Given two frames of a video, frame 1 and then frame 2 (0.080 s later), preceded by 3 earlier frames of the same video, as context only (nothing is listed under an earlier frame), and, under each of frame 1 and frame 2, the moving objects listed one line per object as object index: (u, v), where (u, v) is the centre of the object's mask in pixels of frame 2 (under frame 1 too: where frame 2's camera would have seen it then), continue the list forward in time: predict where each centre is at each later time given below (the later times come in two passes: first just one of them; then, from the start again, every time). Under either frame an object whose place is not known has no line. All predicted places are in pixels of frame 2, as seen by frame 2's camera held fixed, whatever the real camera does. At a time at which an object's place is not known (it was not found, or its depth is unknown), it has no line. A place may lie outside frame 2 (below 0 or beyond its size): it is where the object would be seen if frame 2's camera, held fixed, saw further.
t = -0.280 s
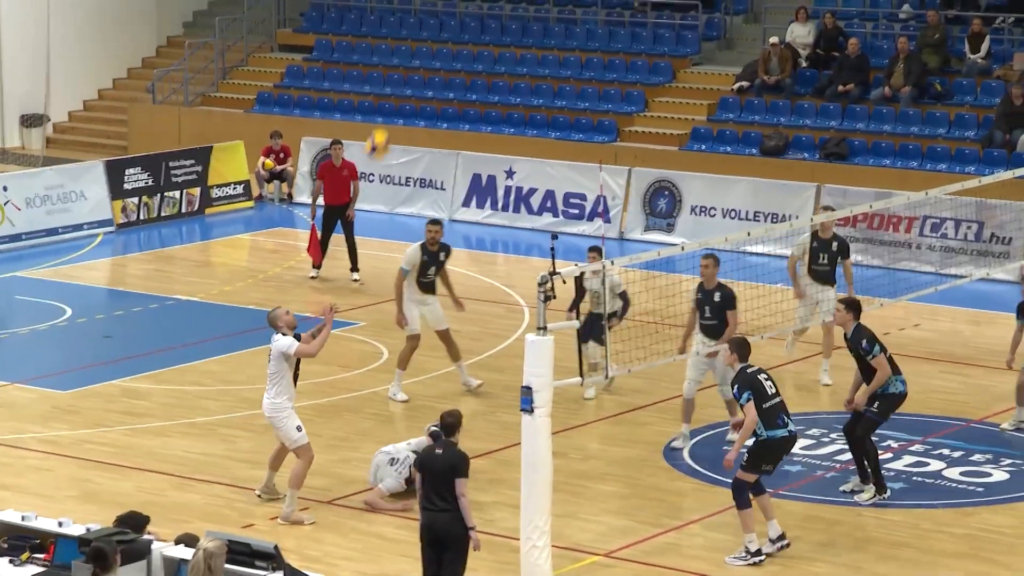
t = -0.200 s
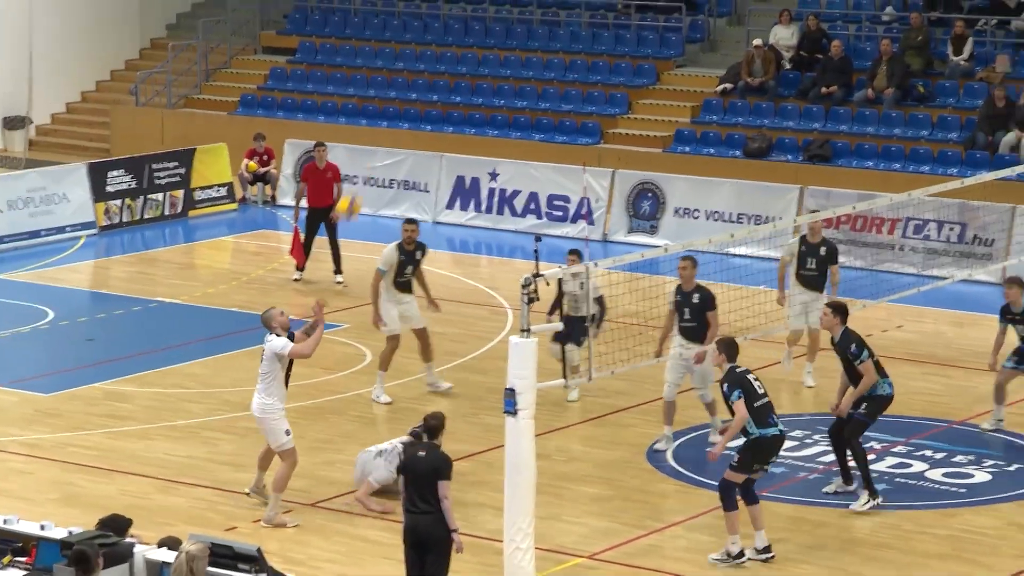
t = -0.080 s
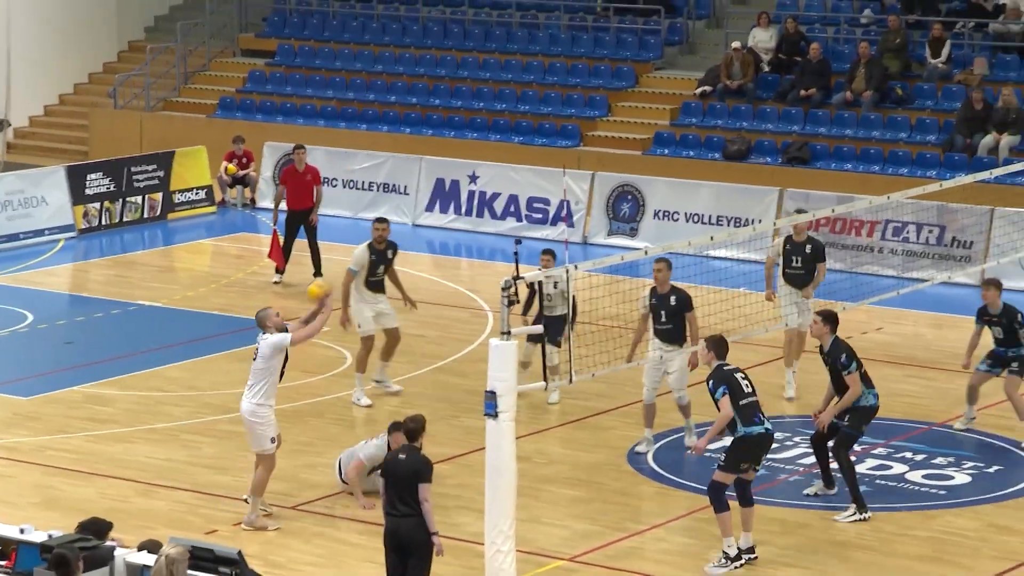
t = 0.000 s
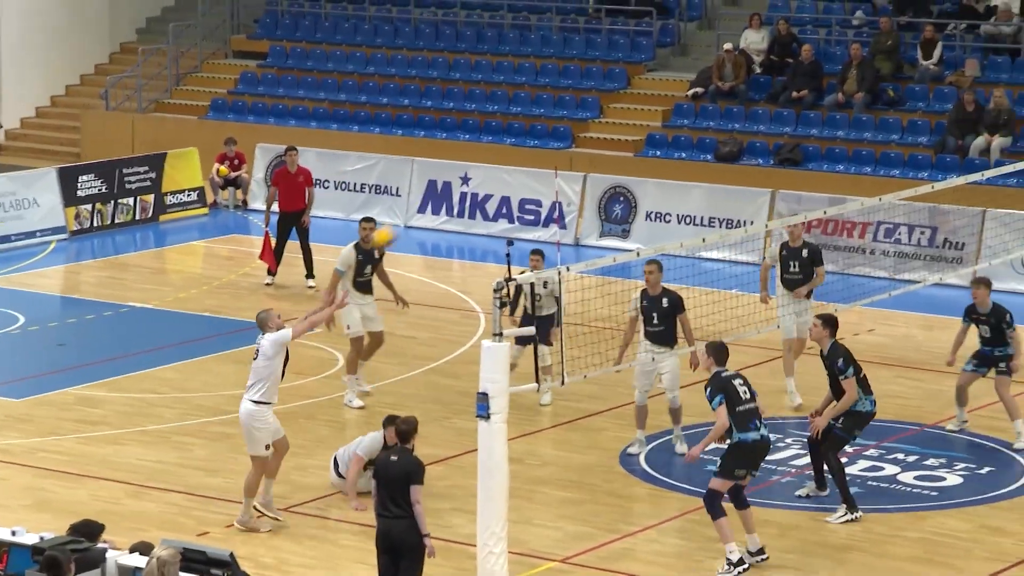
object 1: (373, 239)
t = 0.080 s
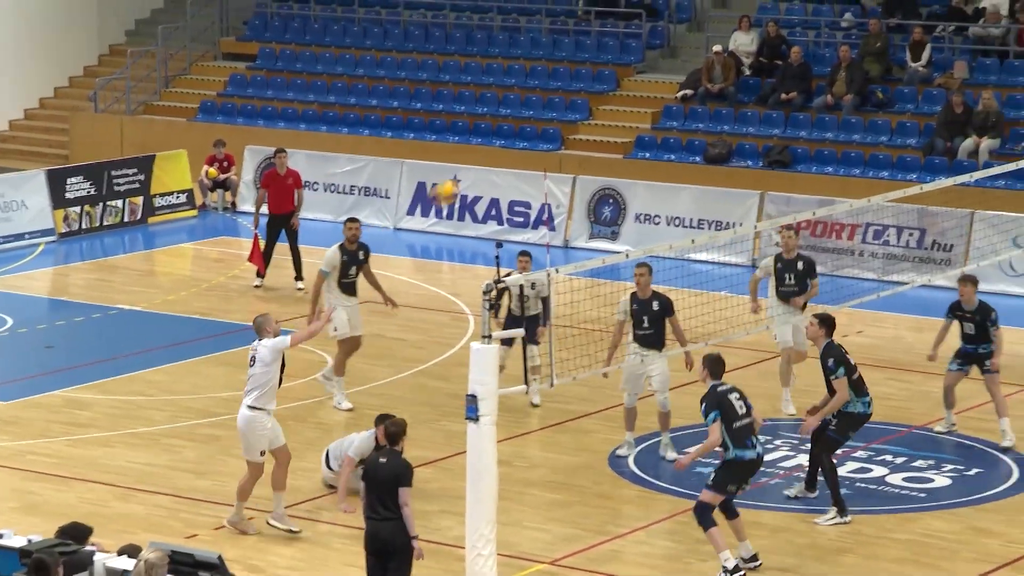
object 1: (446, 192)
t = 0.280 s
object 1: (611, 115)
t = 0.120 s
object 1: (481, 172)
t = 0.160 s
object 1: (513, 155)
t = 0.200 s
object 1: (549, 139)
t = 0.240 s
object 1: (579, 126)
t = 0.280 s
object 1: (611, 115)
